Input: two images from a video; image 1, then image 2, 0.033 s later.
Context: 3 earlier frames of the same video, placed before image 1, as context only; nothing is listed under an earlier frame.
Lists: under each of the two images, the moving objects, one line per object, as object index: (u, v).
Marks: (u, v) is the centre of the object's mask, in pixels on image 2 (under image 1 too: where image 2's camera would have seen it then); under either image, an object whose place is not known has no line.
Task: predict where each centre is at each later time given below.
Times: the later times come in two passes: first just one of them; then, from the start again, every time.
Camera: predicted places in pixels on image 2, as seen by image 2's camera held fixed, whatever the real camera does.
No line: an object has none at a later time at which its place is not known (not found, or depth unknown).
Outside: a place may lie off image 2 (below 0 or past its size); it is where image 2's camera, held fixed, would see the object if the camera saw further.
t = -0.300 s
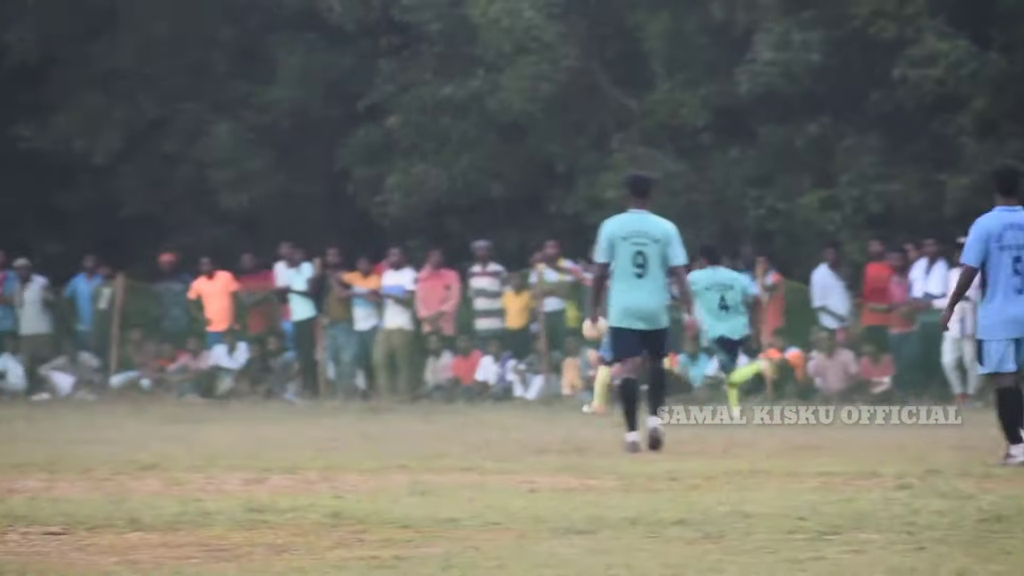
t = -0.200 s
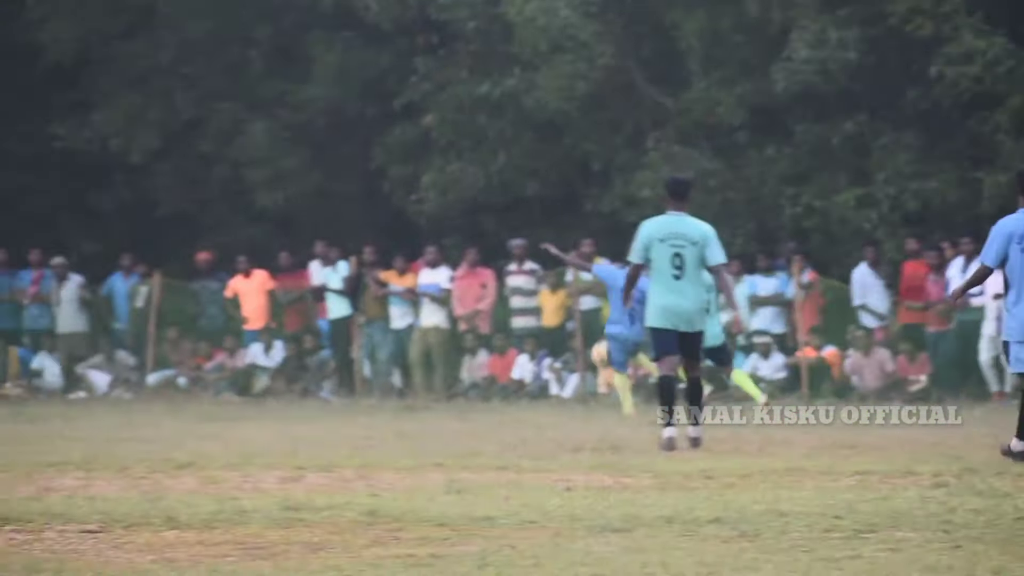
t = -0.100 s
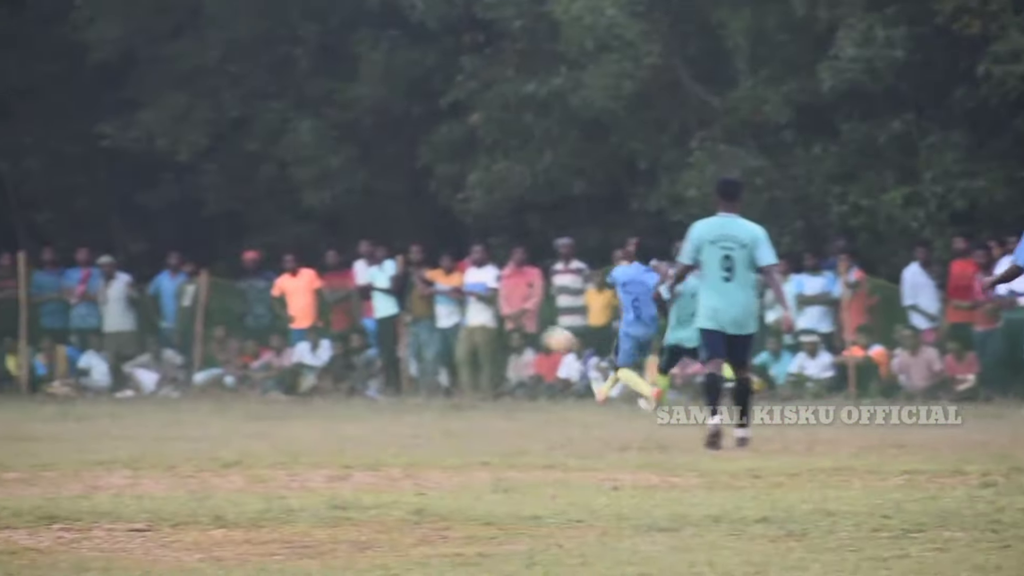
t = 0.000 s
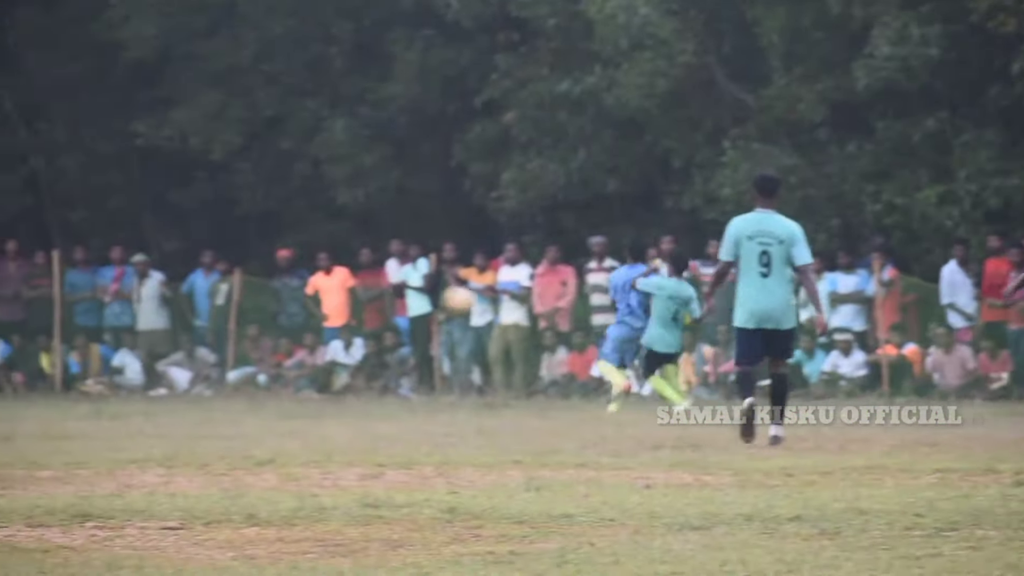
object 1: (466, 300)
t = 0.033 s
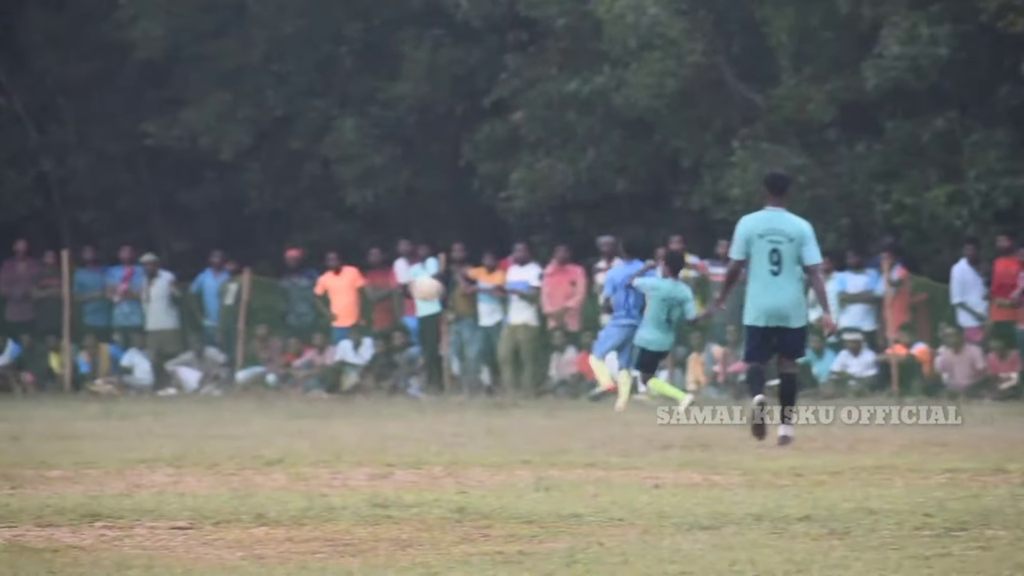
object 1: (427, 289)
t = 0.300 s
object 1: (86, 259)
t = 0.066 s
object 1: (383, 281)
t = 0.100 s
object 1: (338, 270)
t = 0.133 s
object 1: (297, 267)
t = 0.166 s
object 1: (255, 263)
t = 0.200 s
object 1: (212, 260)
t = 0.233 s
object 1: (170, 258)
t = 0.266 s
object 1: (131, 258)
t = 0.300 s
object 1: (86, 259)
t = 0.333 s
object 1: (45, 262)
